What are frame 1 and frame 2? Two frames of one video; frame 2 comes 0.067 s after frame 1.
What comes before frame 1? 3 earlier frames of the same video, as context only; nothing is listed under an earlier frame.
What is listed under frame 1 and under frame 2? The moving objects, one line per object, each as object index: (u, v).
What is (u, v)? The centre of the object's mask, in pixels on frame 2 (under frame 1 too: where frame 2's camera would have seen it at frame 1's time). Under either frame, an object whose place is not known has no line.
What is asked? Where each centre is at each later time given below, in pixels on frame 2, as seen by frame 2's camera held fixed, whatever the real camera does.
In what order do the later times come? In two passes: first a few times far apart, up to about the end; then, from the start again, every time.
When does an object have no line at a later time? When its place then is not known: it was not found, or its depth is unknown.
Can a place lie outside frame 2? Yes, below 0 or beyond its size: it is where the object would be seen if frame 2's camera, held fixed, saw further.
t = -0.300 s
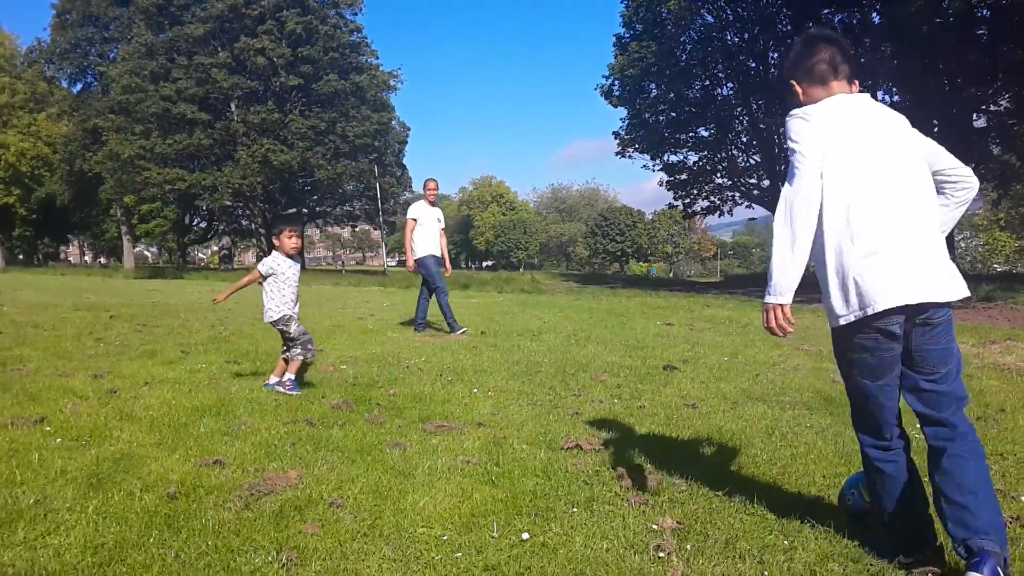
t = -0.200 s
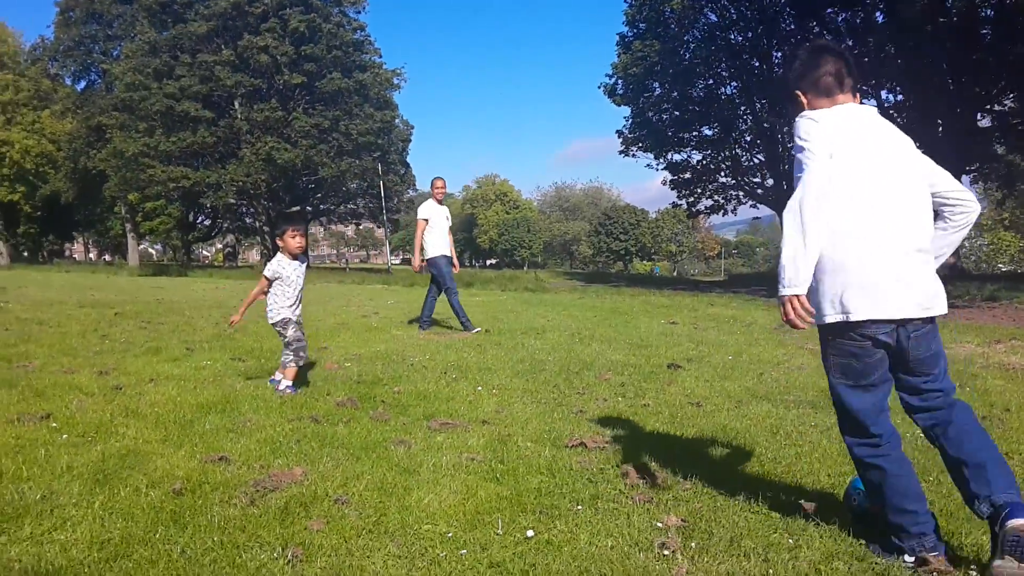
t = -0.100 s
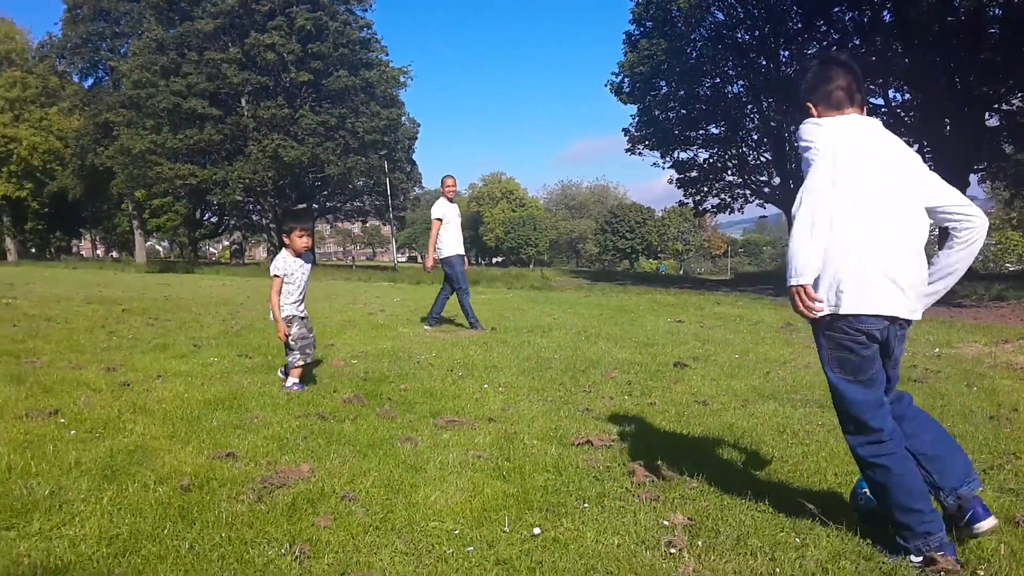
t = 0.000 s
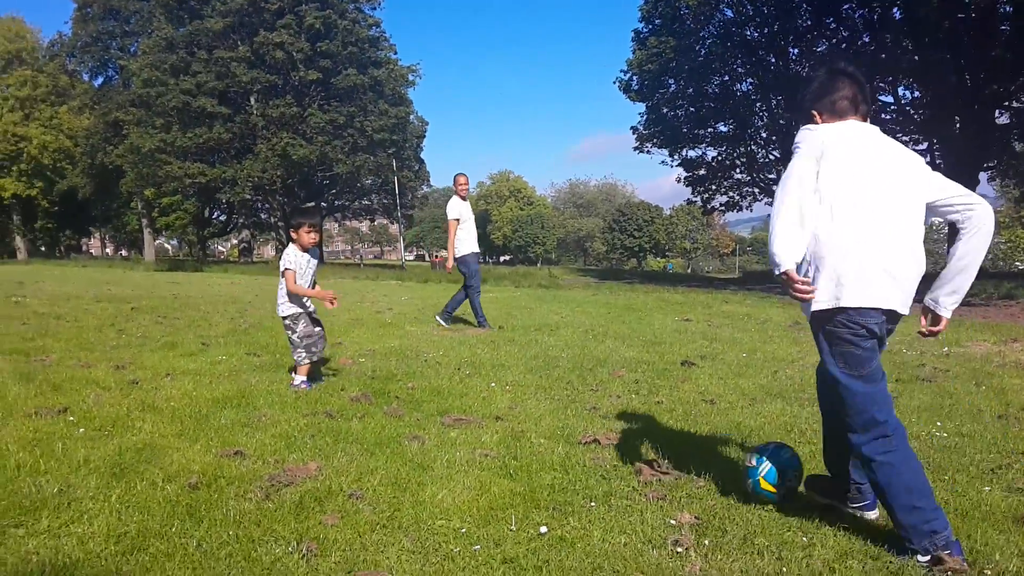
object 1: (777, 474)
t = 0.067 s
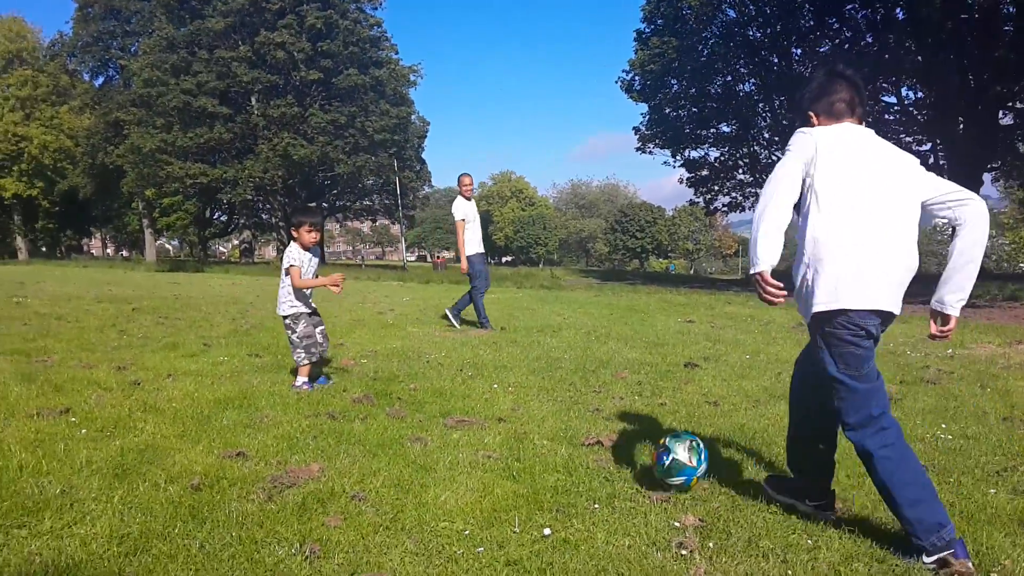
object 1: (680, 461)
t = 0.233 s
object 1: (538, 441)
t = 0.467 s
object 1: (452, 433)
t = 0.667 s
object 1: (408, 420)
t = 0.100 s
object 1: (636, 459)
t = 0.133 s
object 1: (595, 461)
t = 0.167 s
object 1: (569, 457)
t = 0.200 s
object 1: (553, 448)
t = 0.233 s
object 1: (538, 441)
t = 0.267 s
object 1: (523, 437)
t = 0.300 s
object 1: (510, 437)
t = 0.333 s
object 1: (497, 438)
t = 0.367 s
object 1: (485, 440)
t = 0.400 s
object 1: (472, 438)
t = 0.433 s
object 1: (462, 435)
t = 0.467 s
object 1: (452, 433)
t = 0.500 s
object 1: (443, 432)
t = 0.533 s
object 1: (434, 430)
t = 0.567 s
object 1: (427, 428)
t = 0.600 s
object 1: (420, 425)
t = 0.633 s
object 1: (415, 422)
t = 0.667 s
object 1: (408, 420)
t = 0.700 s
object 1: (403, 419)
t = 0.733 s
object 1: (398, 419)
